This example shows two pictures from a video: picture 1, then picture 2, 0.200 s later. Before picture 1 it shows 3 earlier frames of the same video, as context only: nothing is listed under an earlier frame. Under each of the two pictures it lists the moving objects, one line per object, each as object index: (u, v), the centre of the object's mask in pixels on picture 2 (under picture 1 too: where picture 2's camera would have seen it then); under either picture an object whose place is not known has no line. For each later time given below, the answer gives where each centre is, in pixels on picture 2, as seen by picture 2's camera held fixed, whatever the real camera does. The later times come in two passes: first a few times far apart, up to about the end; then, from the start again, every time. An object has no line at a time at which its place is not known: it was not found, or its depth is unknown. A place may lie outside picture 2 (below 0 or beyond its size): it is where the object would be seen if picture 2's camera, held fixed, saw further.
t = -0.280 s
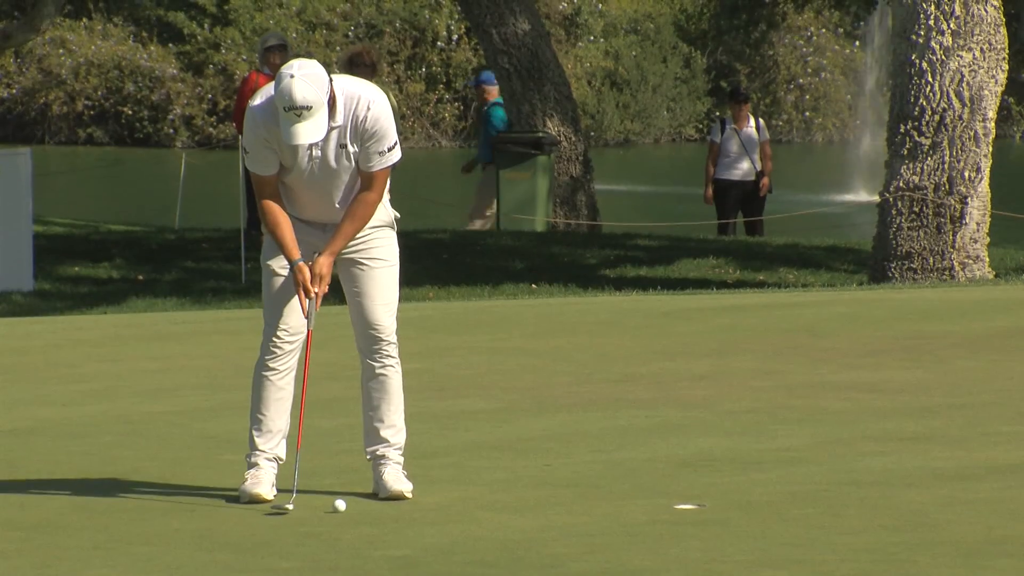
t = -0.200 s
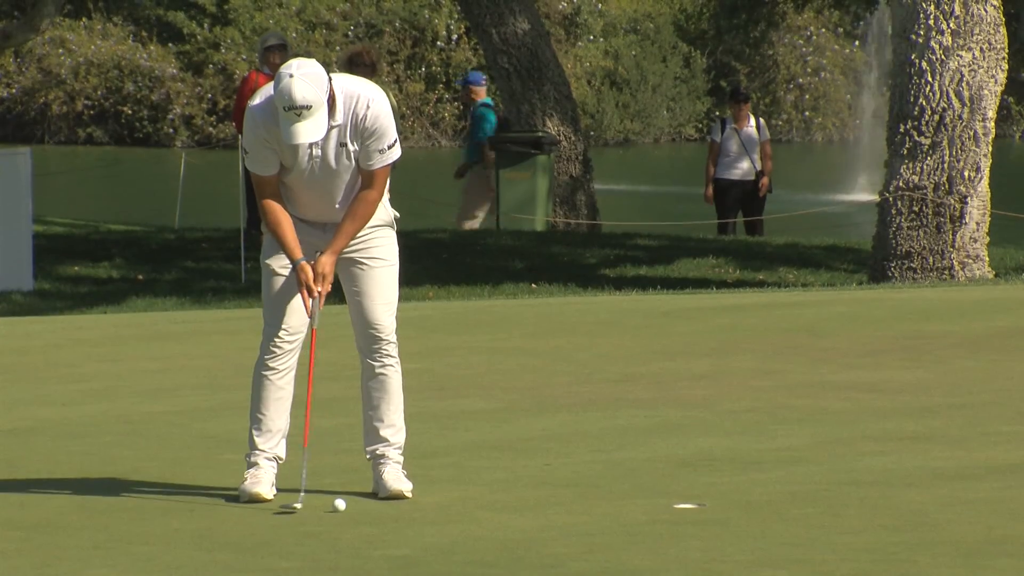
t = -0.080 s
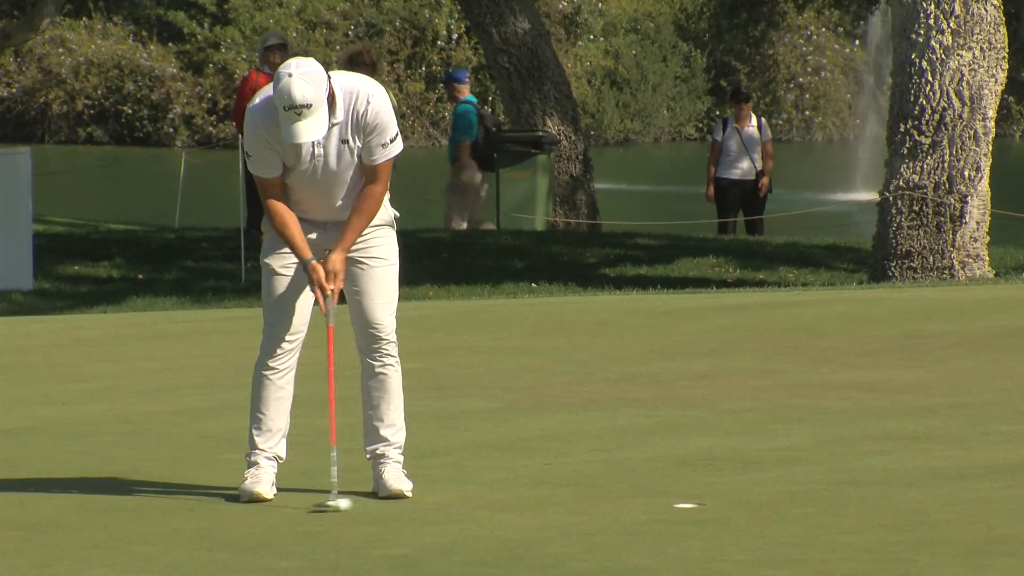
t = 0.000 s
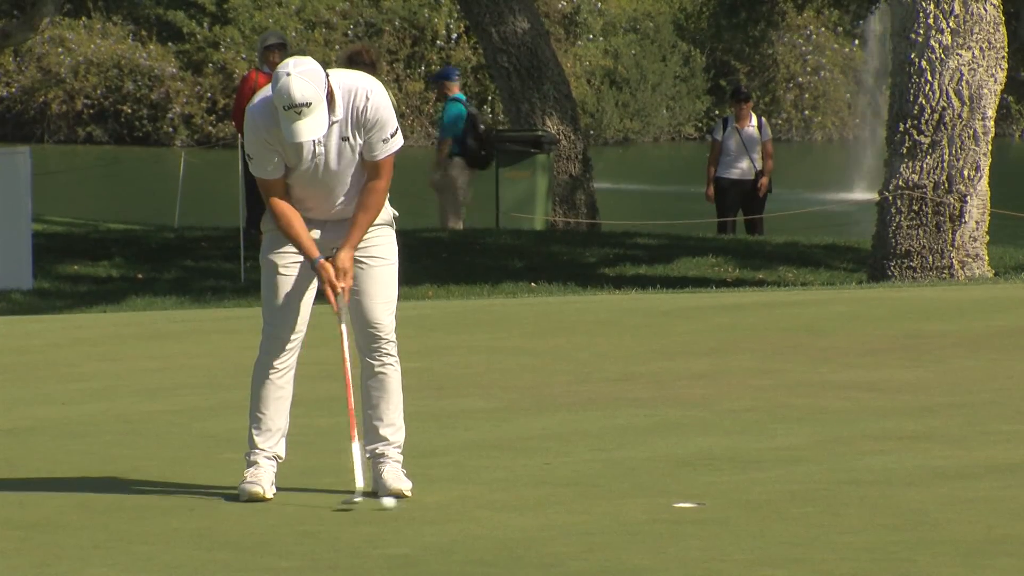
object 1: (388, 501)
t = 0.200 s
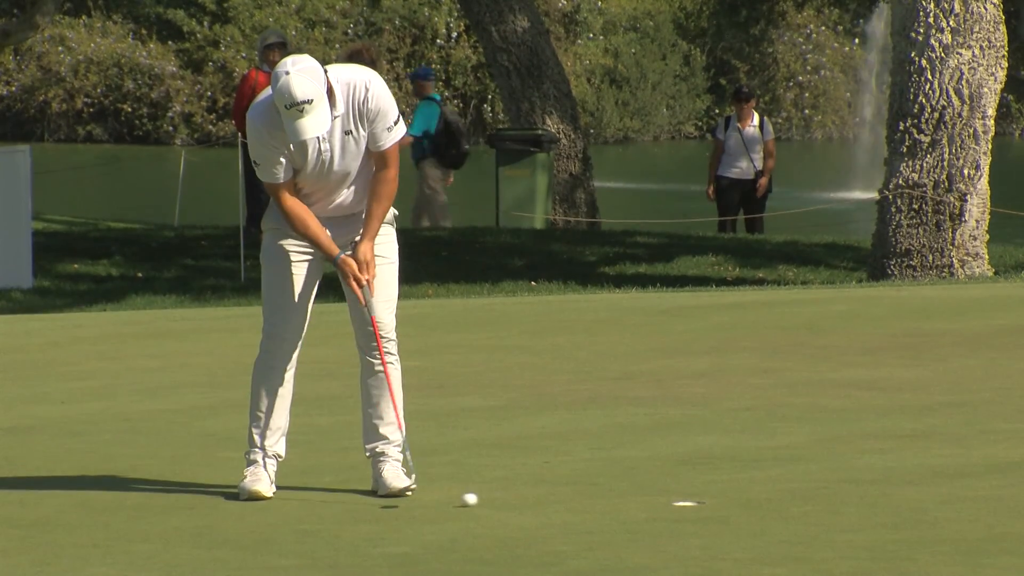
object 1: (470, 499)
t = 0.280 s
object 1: (499, 498)
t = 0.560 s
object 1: (591, 497)
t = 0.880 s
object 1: (679, 497)
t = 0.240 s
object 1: (485, 499)
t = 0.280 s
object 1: (499, 498)
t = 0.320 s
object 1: (514, 498)
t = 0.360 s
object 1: (526, 499)
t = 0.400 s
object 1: (540, 498)
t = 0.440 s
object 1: (553, 497)
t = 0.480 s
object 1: (566, 497)
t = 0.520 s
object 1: (579, 497)
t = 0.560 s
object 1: (591, 497)
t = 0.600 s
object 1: (603, 497)
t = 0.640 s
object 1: (615, 496)
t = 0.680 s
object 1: (626, 496)
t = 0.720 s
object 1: (638, 496)
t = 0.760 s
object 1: (649, 496)
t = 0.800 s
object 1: (659, 495)
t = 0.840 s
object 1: (669, 496)
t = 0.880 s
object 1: (679, 497)
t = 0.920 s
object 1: (689, 502)
